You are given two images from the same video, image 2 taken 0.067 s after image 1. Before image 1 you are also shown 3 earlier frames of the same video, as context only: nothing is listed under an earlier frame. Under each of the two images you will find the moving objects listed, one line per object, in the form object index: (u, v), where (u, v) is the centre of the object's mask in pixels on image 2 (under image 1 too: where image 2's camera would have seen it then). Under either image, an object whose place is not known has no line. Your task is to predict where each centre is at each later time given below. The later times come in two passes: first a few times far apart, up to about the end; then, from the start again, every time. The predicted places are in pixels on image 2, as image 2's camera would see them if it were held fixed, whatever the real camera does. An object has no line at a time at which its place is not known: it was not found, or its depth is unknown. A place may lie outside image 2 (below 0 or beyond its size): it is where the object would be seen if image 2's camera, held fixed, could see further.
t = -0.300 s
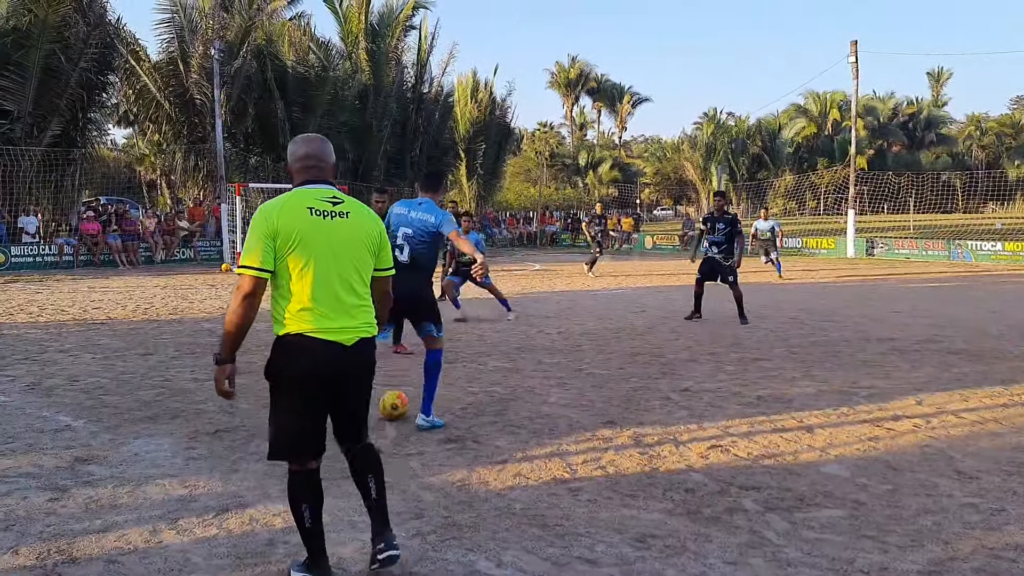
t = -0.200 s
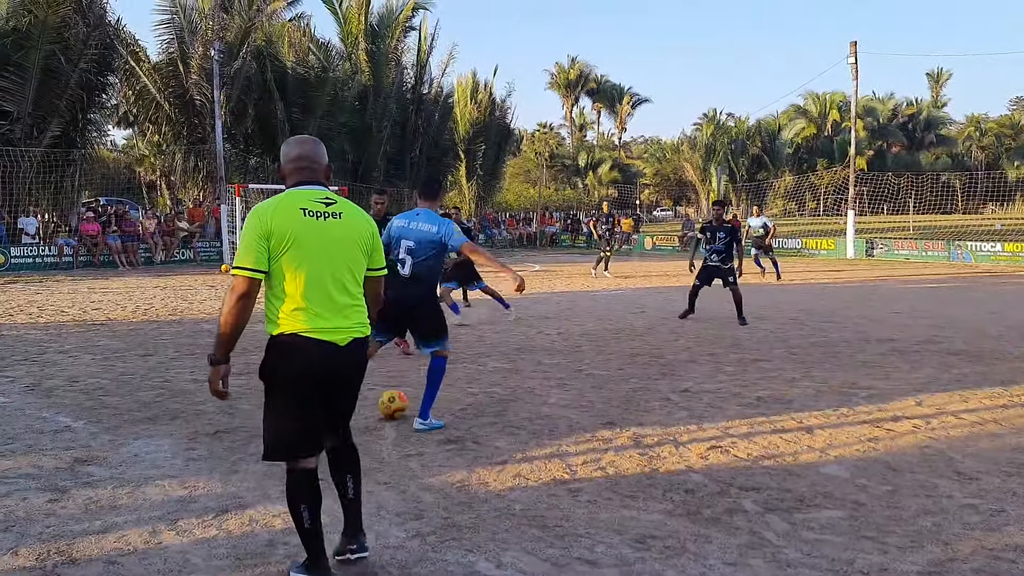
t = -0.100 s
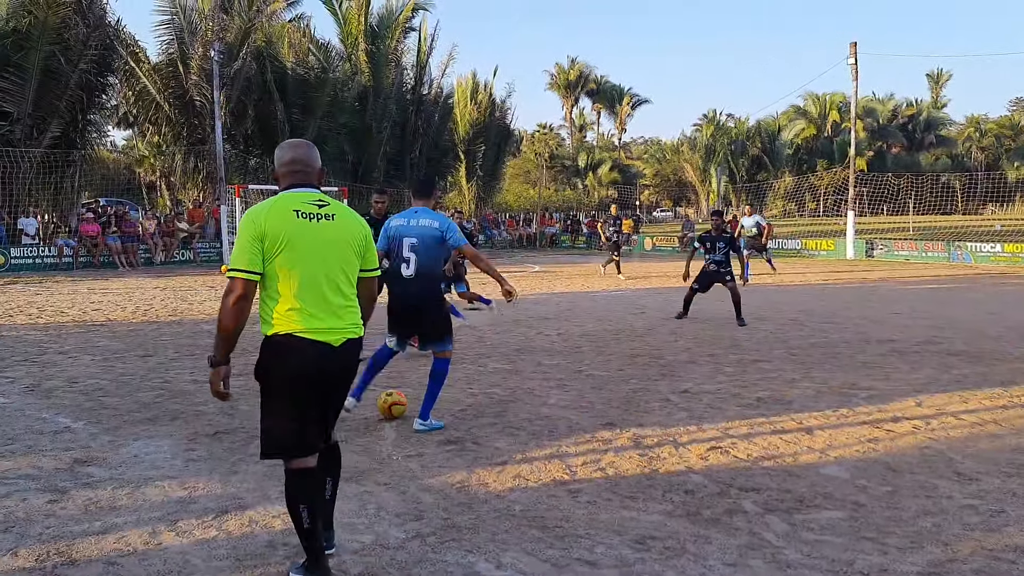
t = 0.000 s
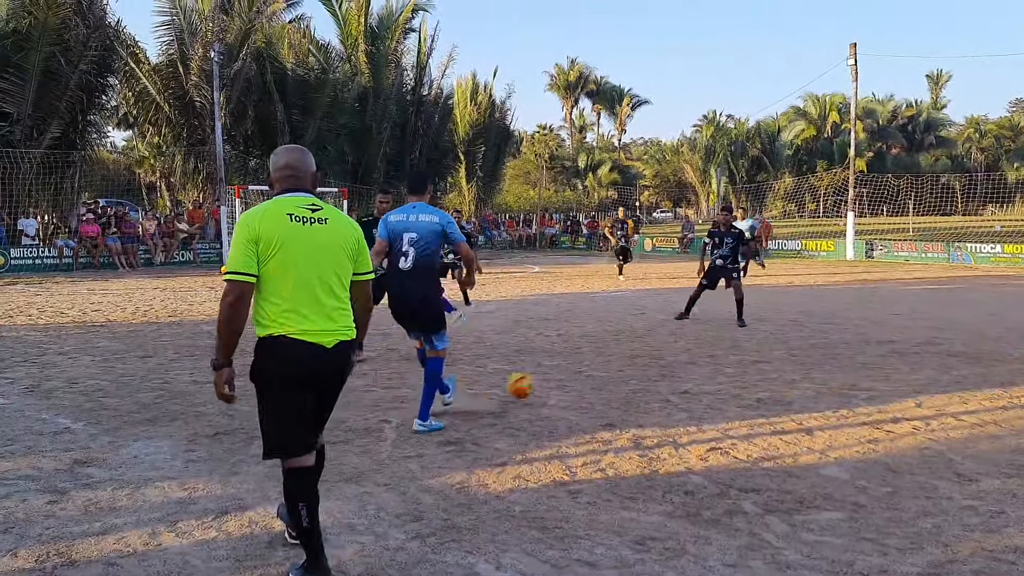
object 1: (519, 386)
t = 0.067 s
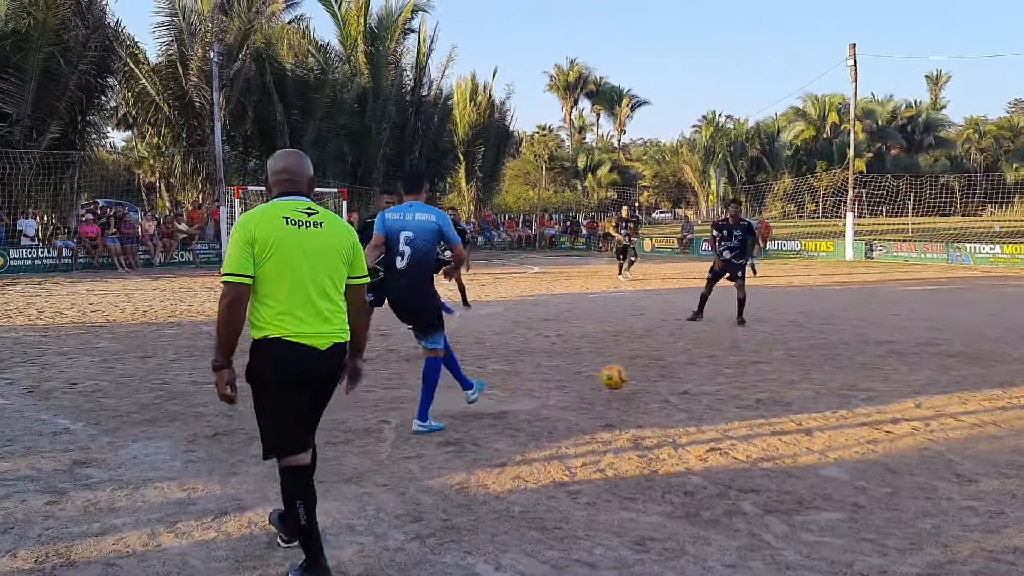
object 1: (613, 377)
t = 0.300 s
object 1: (860, 356)
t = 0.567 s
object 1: (1051, 351)
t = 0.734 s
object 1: (1143, 344)
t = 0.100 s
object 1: (658, 376)
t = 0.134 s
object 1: (699, 376)
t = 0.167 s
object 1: (737, 374)
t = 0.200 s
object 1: (769, 367)
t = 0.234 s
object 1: (800, 362)
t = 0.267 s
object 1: (831, 358)
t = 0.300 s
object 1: (860, 356)
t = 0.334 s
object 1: (888, 354)
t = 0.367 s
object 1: (916, 356)
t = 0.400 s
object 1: (942, 358)
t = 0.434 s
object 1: (965, 355)
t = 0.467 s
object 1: (987, 352)
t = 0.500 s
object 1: (1009, 351)
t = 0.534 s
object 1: (1031, 350)
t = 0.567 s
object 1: (1051, 351)
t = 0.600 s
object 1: (1071, 349)
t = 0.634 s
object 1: (1089, 345)
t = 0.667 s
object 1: (1107, 344)
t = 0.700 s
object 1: (1126, 344)
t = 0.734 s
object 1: (1143, 344)
